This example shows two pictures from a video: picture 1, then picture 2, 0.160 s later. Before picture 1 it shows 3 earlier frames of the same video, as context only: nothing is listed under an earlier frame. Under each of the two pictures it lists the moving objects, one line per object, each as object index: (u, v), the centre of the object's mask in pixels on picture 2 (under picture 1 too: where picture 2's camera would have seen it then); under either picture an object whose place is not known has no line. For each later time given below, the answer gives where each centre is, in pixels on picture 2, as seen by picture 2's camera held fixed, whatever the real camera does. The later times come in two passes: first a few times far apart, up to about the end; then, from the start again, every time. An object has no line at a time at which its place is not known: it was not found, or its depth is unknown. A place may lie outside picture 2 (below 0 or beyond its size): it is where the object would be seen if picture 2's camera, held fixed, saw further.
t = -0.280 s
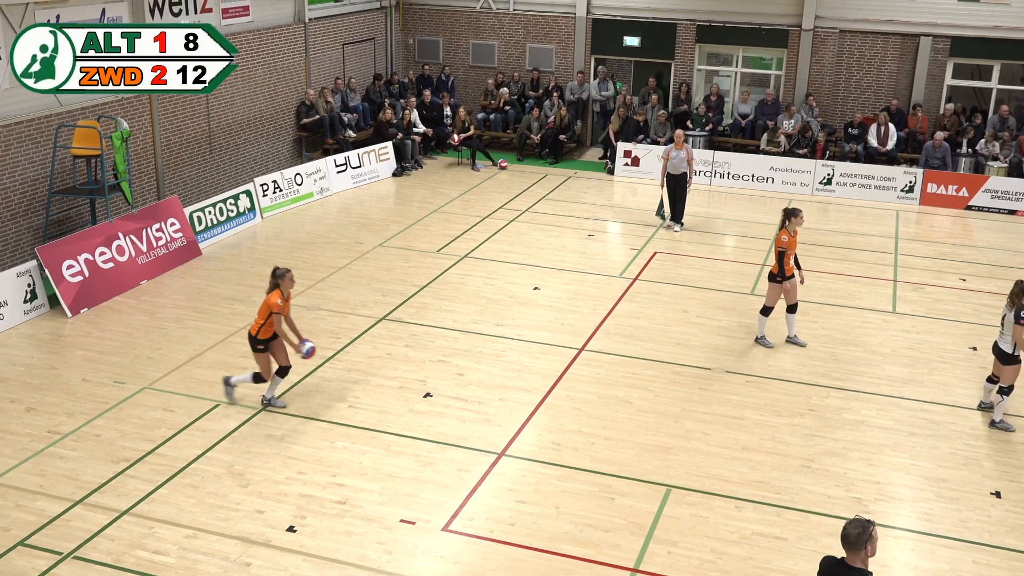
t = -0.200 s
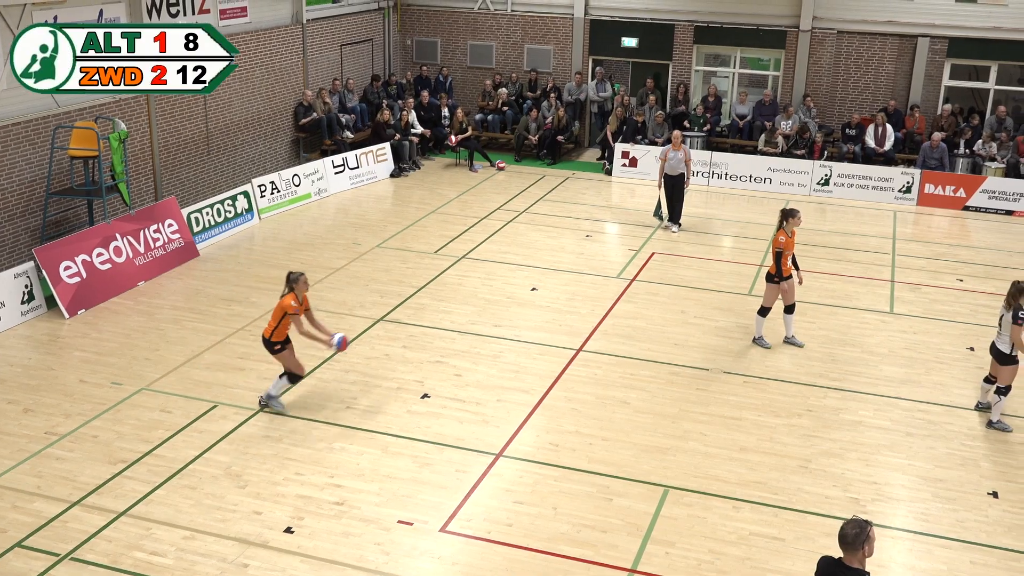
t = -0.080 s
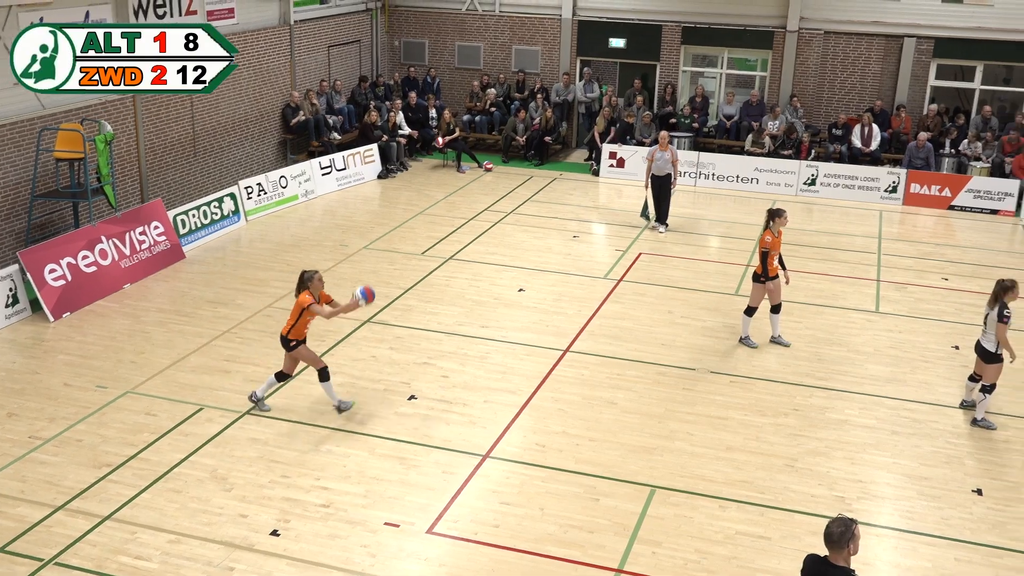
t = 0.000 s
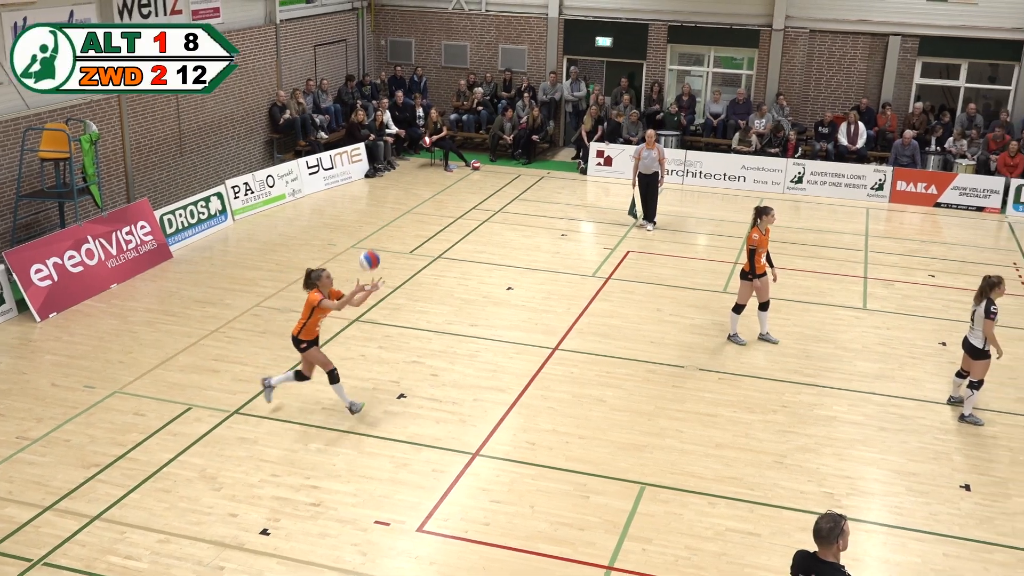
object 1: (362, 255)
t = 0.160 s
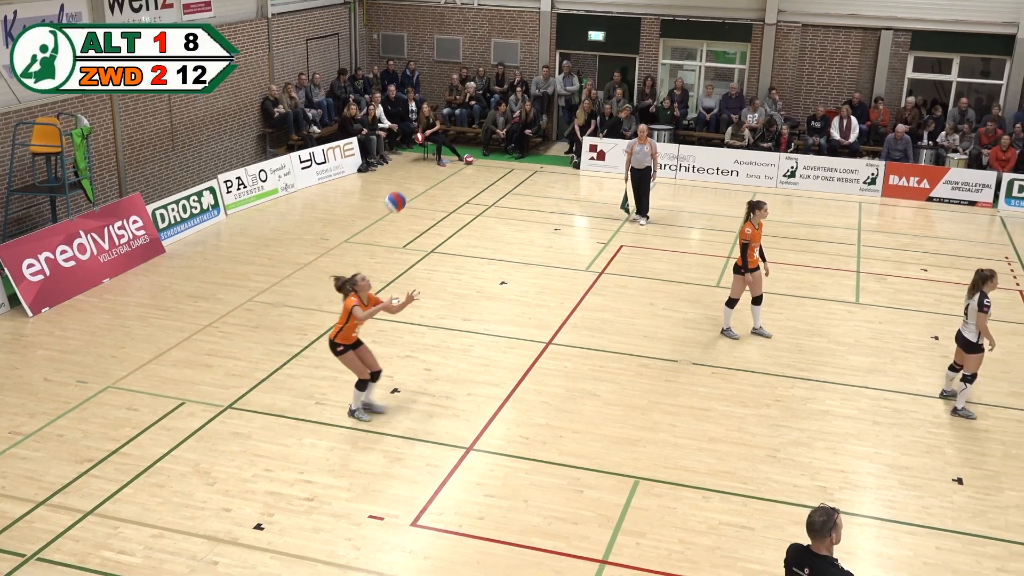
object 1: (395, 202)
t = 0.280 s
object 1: (420, 177)
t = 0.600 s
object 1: (487, 177)
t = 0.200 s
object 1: (404, 192)
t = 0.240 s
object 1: (412, 183)
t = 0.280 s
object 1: (420, 177)
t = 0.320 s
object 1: (428, 171)
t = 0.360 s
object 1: (436, 169)
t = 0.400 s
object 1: (444, 166)
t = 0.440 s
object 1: (453, 165)
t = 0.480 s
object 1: (461, 166)
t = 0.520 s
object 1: (470, 168)
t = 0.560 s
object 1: (478, 171)
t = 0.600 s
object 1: (487, 177)
